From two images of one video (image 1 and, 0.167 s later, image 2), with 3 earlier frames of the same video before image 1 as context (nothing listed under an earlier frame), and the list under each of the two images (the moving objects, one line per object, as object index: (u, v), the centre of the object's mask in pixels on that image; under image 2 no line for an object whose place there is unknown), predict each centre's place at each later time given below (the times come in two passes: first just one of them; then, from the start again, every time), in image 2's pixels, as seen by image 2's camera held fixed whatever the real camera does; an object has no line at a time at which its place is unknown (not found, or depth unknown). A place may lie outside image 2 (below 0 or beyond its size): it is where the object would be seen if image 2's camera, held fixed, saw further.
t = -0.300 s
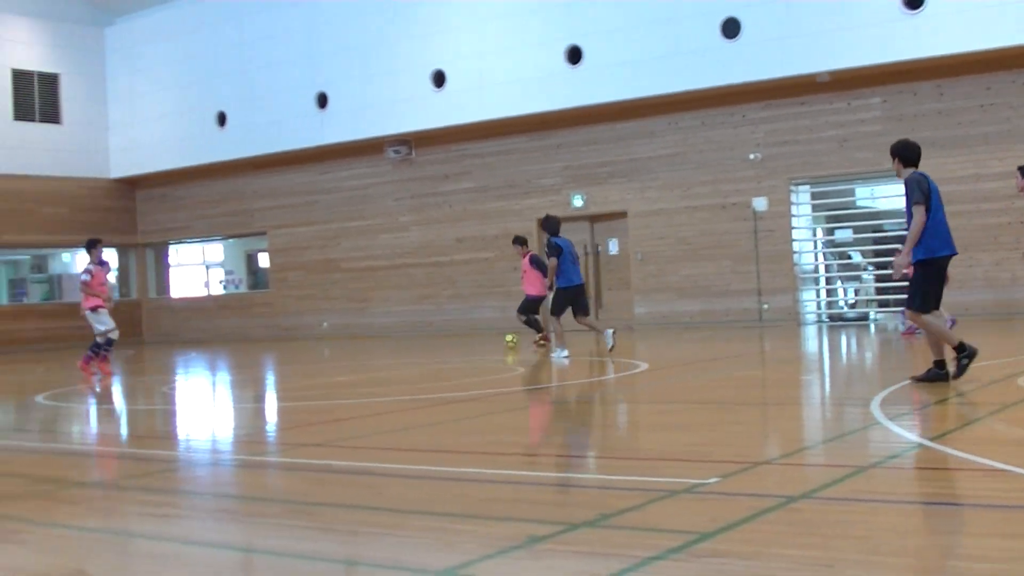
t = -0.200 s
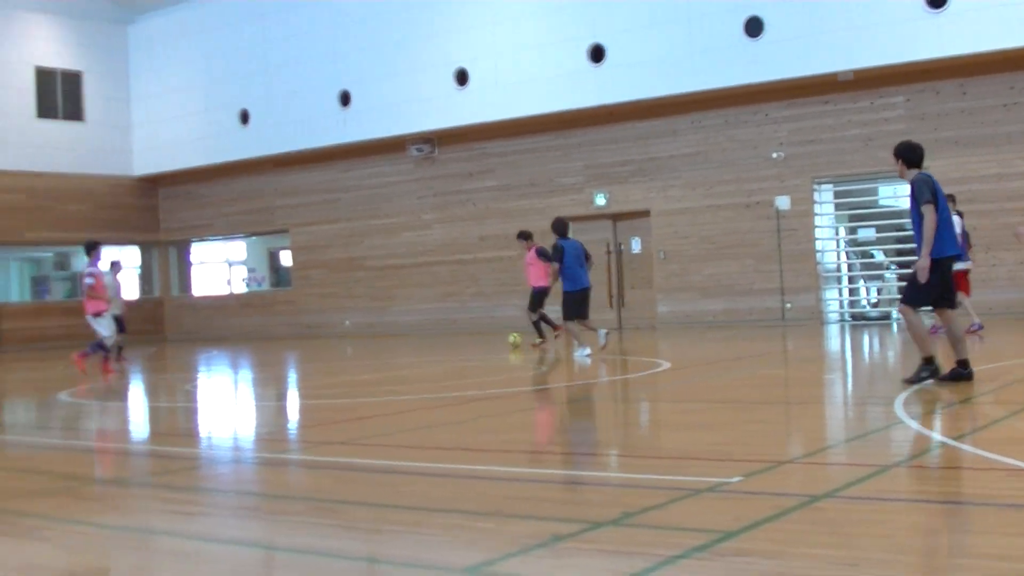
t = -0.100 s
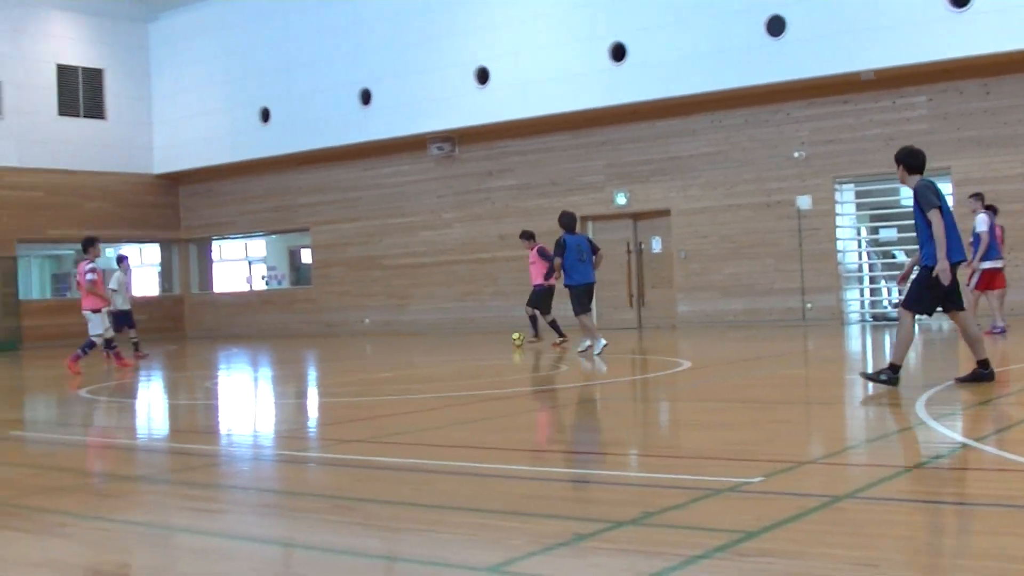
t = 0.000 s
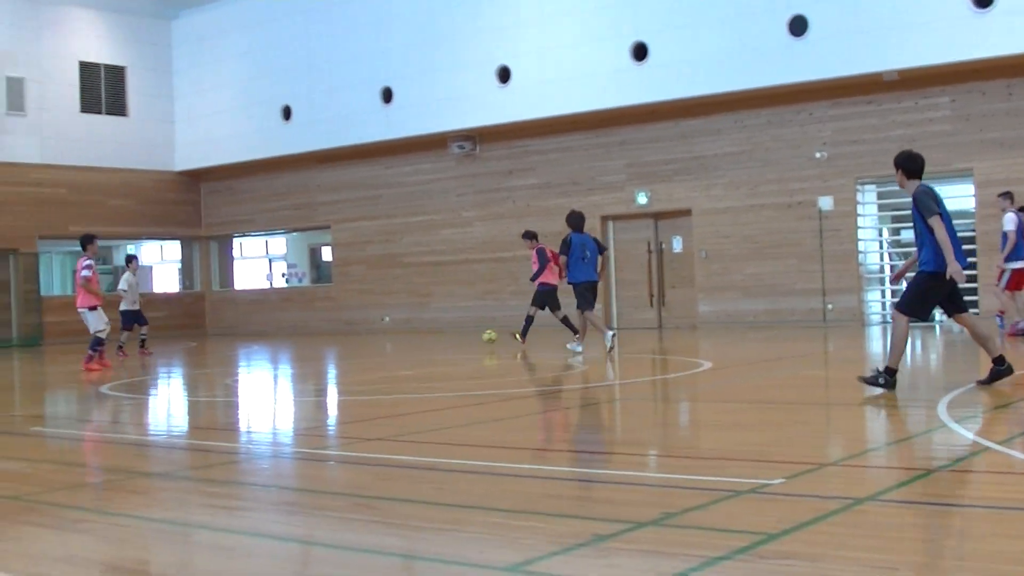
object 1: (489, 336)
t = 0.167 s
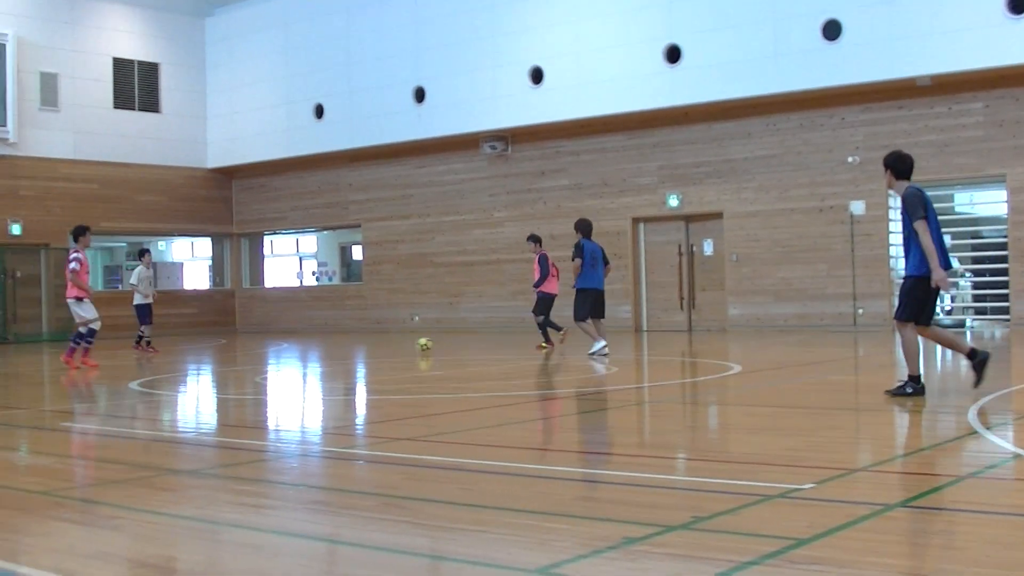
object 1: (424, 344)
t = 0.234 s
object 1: (392, 345)
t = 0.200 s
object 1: (409, 344)
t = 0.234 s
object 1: (392, 345)
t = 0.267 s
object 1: (376, 346)
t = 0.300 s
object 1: (360, 348)
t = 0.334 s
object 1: (344, 349)
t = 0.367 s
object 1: (330, 349)
